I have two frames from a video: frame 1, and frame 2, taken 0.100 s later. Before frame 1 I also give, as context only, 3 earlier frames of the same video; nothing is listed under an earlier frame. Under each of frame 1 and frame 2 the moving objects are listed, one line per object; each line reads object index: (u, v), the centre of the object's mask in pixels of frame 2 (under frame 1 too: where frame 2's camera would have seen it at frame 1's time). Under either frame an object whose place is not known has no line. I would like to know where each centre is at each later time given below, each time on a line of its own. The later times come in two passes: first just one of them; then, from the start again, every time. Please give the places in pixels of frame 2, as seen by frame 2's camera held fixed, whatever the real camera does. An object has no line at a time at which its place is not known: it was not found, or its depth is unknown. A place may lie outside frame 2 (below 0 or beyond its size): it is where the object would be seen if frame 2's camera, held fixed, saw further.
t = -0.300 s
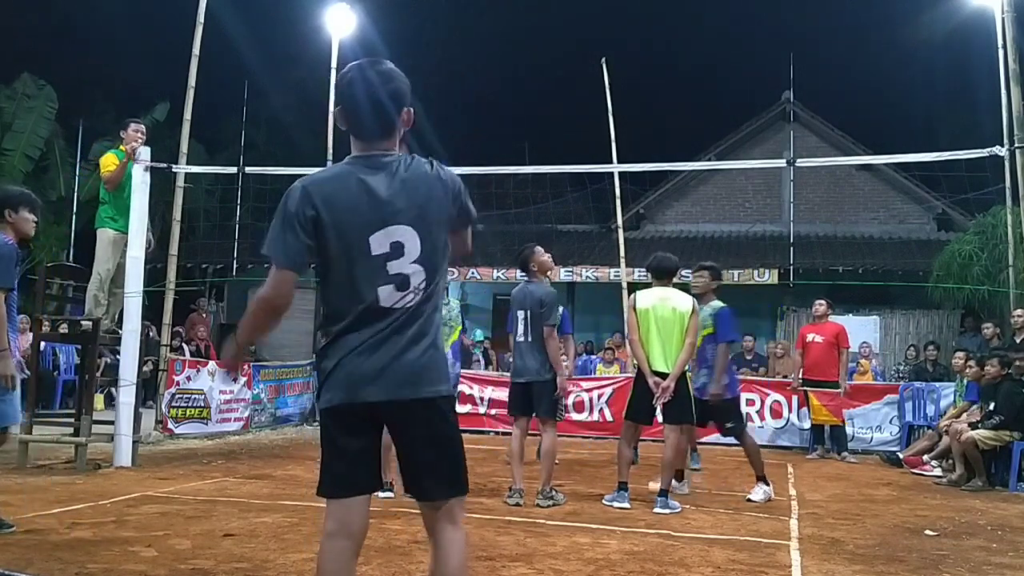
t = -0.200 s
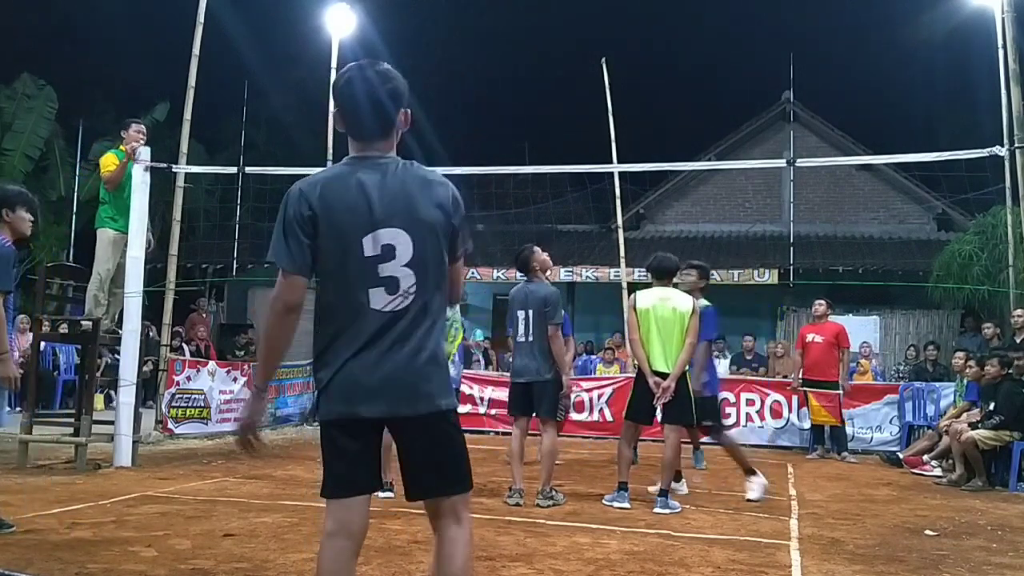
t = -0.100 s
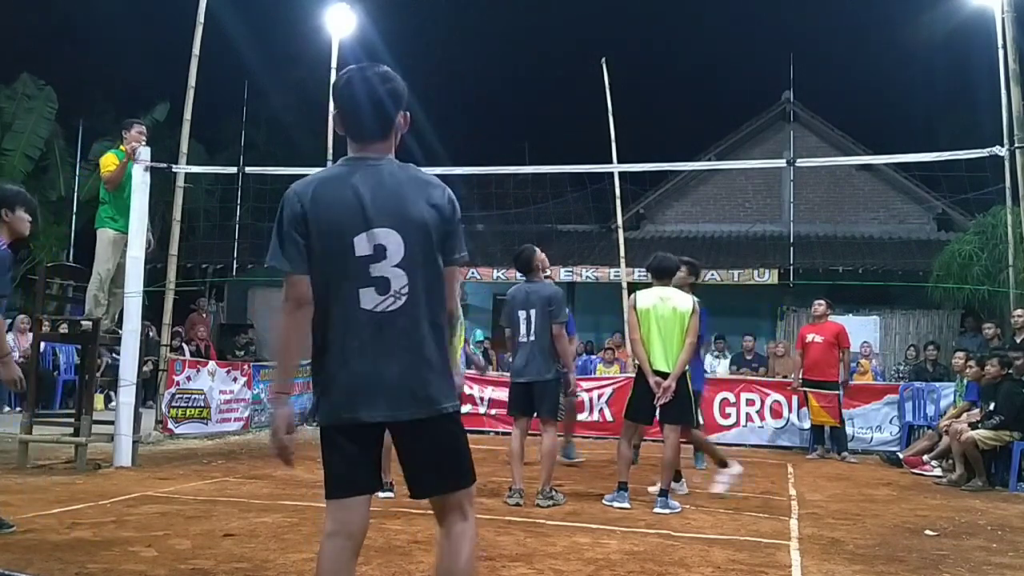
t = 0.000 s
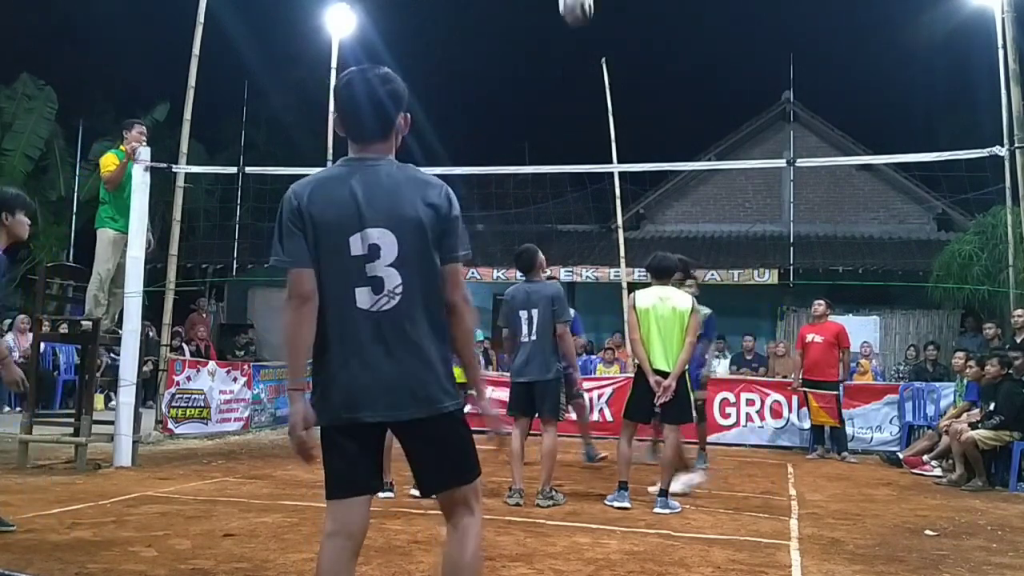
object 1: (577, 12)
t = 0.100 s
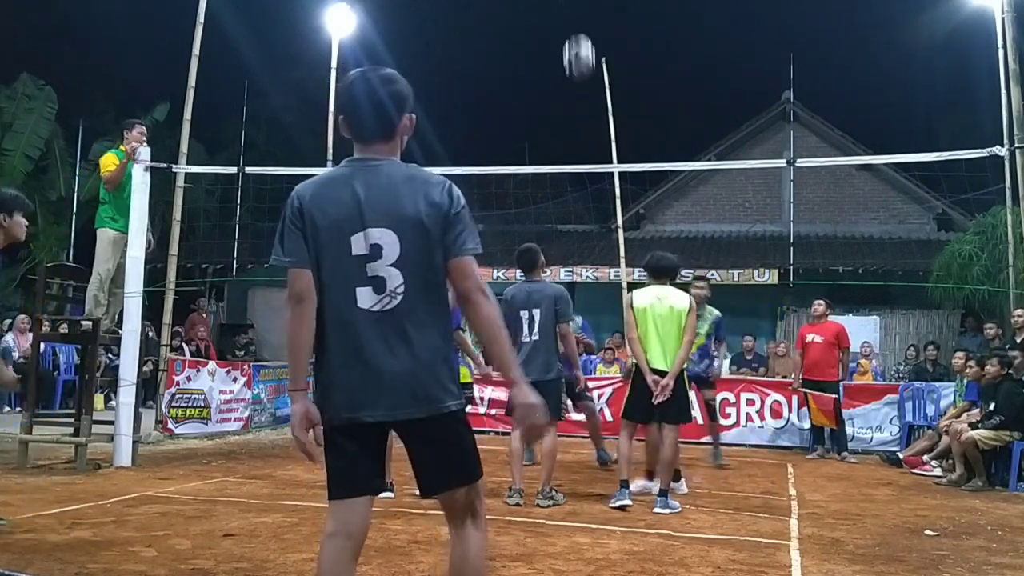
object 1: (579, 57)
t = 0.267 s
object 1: (582, 160)
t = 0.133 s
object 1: (579, 77)
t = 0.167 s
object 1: (580, 96)
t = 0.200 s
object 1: (581, 116)
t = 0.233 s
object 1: (581, 138)
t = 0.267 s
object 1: (582, 160)
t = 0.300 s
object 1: (584, 187)
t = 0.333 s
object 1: (584, 205)
